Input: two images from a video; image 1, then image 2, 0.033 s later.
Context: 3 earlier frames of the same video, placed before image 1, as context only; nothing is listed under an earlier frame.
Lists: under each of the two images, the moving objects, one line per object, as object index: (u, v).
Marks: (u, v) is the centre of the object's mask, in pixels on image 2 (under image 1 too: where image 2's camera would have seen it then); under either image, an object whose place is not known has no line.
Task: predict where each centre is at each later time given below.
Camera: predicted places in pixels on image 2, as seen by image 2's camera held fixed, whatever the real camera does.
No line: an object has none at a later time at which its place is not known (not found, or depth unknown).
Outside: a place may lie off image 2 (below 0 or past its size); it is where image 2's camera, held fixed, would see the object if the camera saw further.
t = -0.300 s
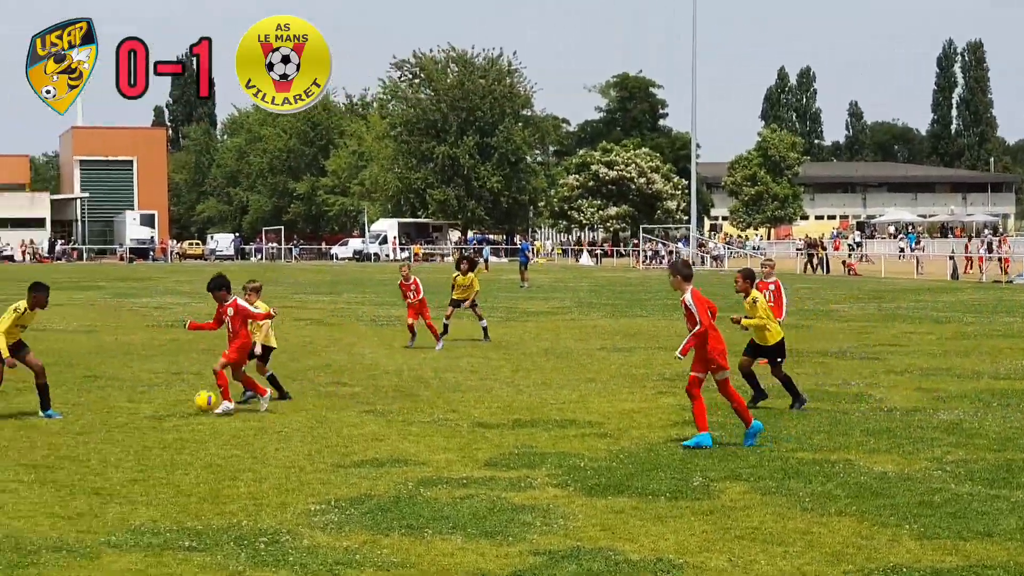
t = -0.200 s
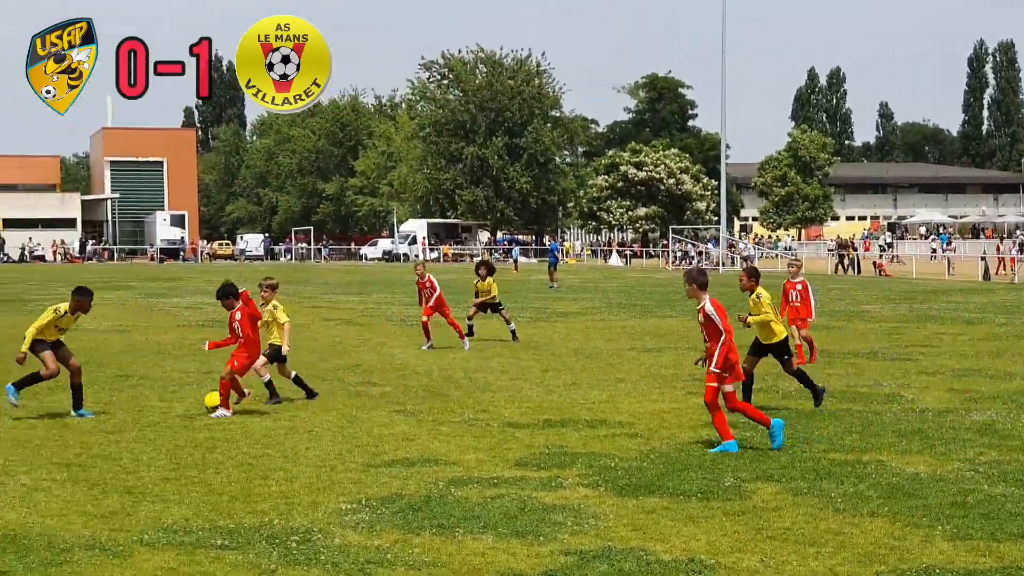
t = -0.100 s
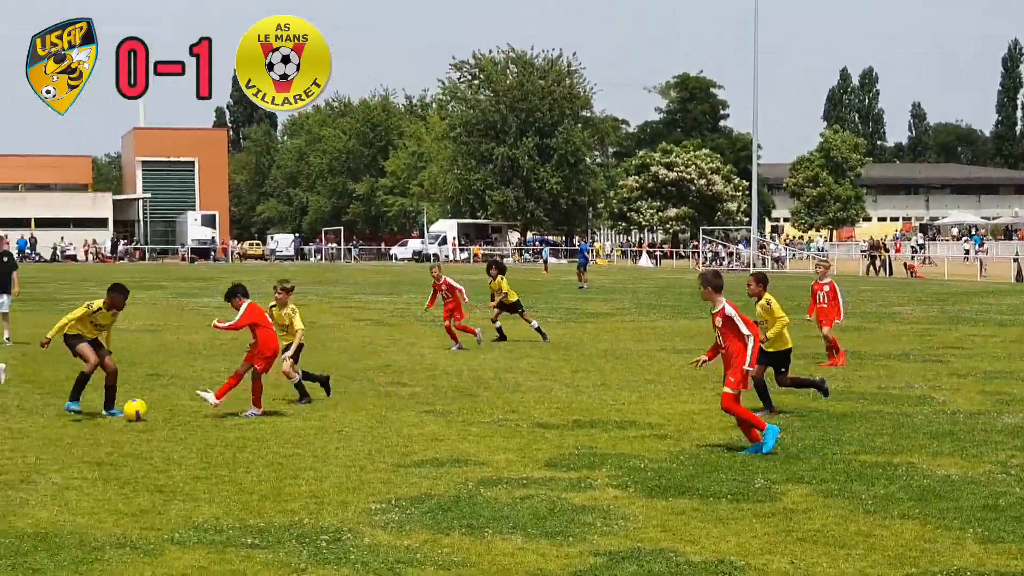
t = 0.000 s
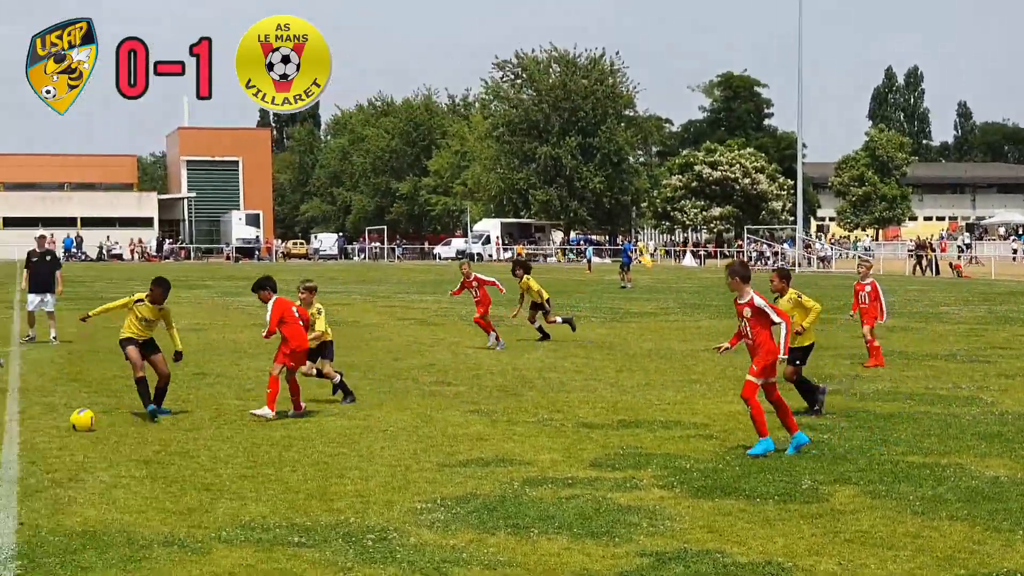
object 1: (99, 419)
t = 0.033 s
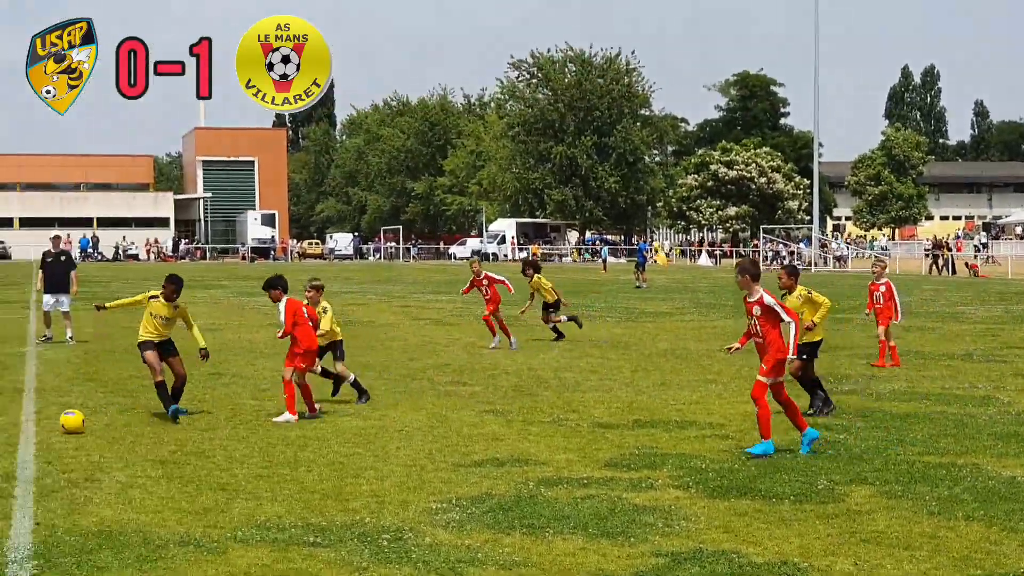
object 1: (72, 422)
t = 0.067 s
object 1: (45, 423)
